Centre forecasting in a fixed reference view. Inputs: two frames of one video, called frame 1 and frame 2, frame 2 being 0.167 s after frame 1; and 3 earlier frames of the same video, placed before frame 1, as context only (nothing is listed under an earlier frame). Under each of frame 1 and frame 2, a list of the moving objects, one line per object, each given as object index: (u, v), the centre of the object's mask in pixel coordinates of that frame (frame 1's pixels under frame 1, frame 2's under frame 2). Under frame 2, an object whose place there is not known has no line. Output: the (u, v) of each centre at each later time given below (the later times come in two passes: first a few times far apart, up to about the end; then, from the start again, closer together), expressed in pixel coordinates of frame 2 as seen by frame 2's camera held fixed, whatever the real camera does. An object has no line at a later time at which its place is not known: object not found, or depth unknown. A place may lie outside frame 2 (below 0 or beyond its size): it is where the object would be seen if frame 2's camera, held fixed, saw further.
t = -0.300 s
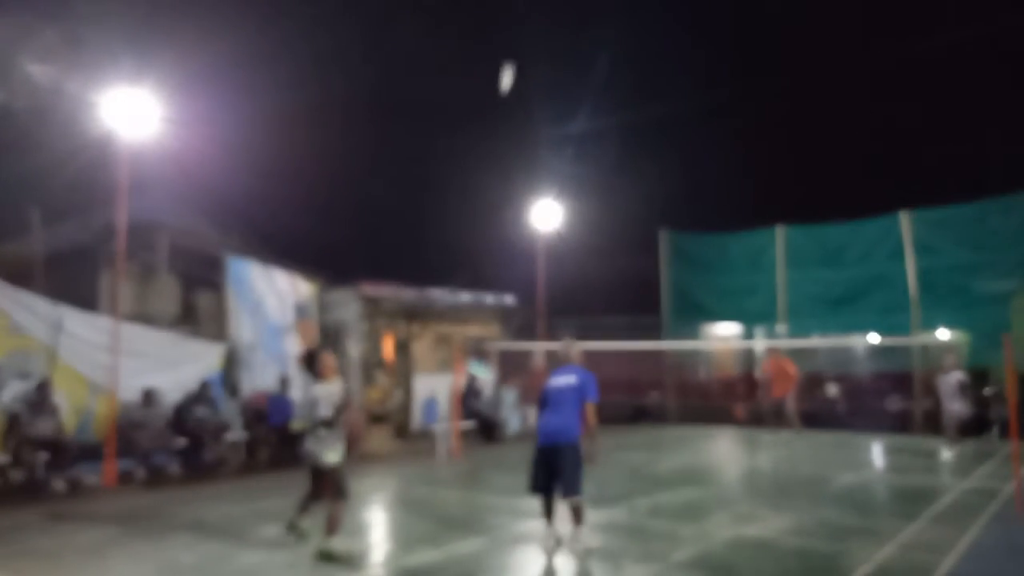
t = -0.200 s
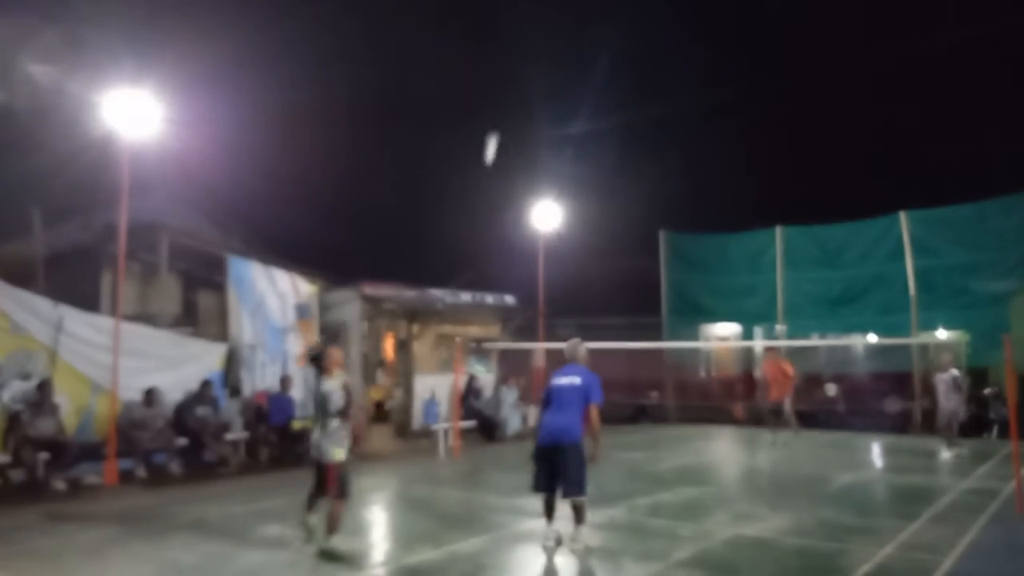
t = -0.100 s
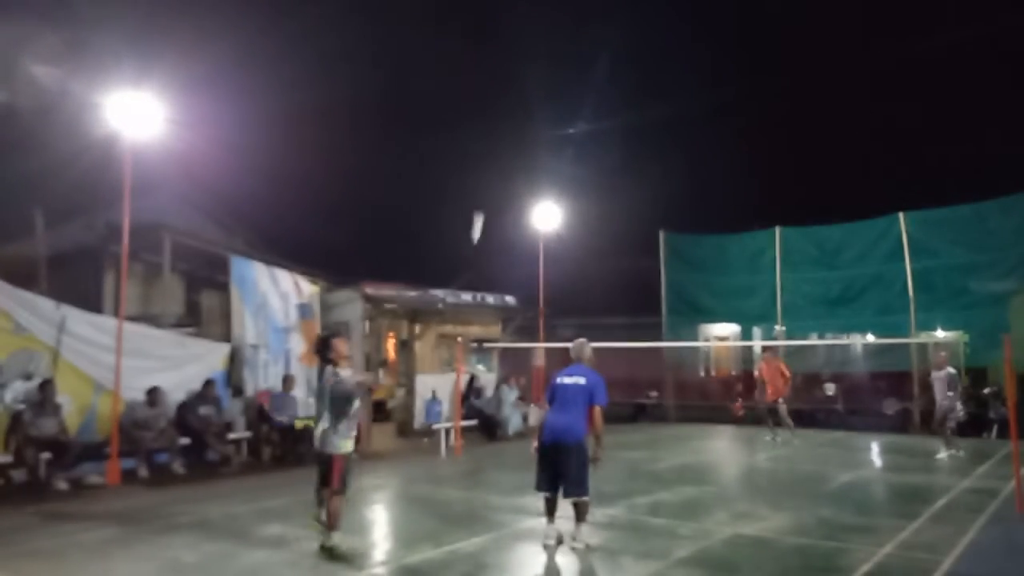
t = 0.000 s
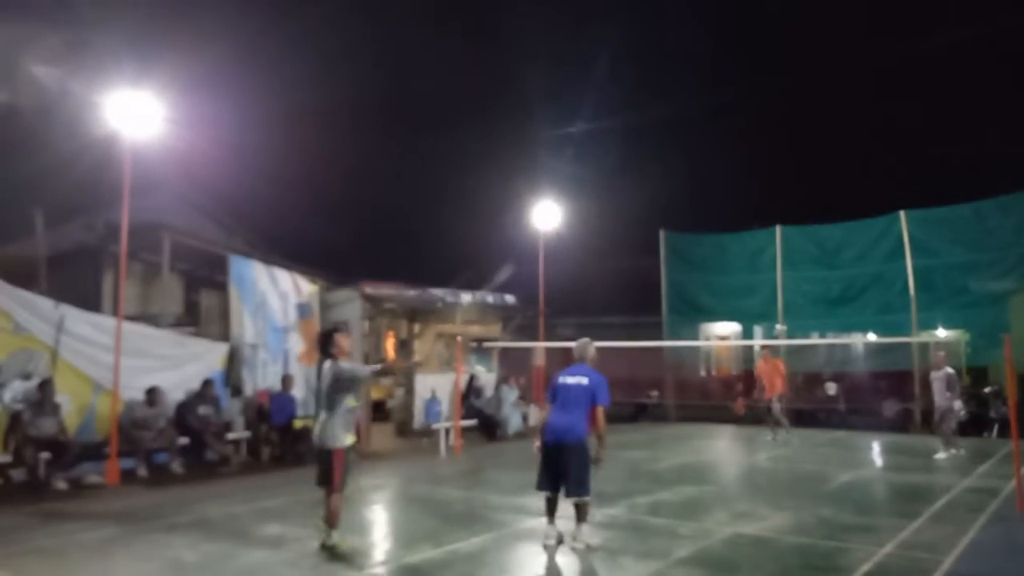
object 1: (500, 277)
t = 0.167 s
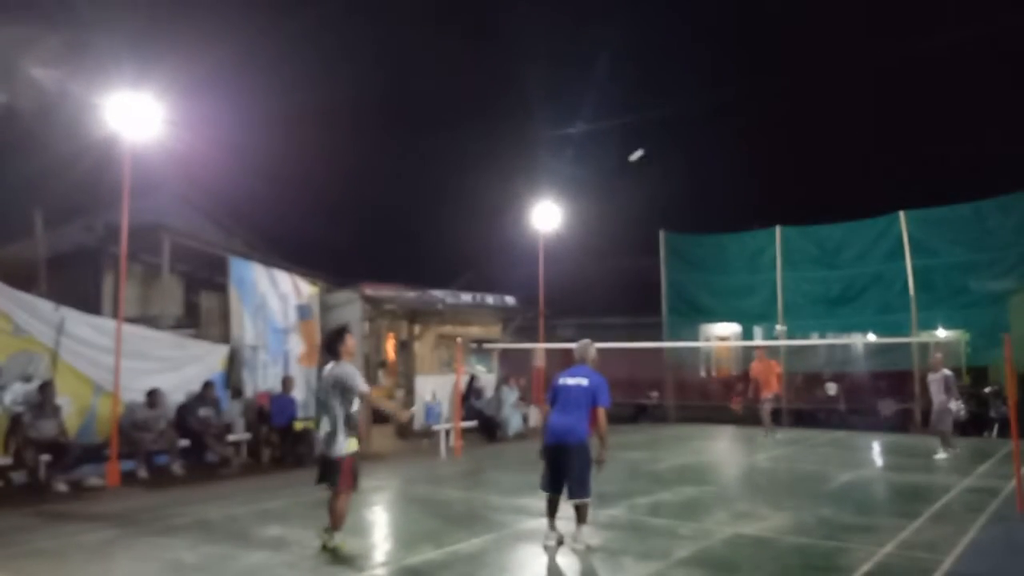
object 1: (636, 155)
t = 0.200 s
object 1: (648, 147)
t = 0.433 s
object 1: (696, 134)
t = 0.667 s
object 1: (722, 155)
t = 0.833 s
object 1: (737, 183)
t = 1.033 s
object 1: (754, 225)
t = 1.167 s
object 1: (763, 259)
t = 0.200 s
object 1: (648, 147)
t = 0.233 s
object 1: (658, 141)
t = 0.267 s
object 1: (666, 137)
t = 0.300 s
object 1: (673, 135)
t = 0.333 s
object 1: (680, 133)
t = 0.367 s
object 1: (685, 133)
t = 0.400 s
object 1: (691, 133)
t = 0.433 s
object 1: (696, 134)
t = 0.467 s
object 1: (700, 136)
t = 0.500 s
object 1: (704, 138)
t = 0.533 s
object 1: (708, 141)
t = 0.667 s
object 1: (722, 155)
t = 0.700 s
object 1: (725, 160)
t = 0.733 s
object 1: (729, 165)
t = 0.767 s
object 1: (731, 170)
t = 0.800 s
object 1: (735, 176)
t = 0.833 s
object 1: (737, 183)
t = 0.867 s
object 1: (740, 190)
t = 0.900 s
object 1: (743, 197)
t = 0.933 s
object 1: (746, 204)
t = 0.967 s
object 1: (749, 211)
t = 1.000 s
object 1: (752, 218)
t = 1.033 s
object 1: (754, 225)
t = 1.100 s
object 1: (758, 242)
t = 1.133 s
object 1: (761, 251)
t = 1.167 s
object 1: (763, 259)
